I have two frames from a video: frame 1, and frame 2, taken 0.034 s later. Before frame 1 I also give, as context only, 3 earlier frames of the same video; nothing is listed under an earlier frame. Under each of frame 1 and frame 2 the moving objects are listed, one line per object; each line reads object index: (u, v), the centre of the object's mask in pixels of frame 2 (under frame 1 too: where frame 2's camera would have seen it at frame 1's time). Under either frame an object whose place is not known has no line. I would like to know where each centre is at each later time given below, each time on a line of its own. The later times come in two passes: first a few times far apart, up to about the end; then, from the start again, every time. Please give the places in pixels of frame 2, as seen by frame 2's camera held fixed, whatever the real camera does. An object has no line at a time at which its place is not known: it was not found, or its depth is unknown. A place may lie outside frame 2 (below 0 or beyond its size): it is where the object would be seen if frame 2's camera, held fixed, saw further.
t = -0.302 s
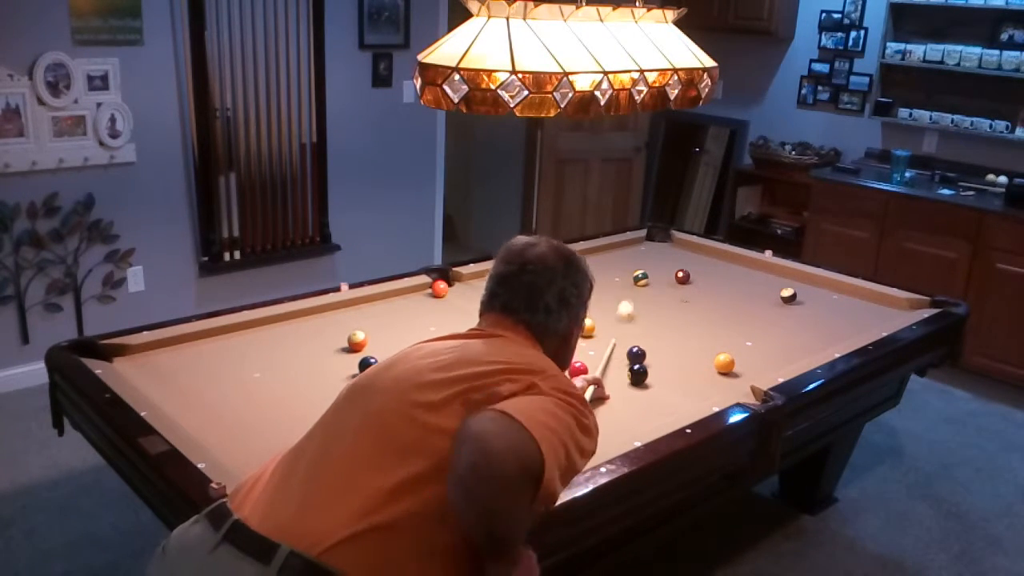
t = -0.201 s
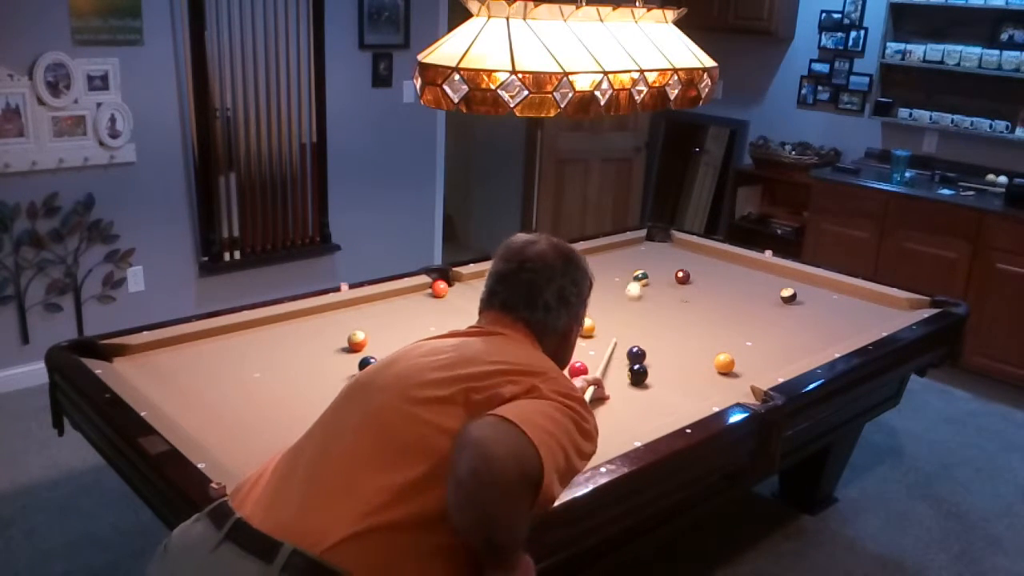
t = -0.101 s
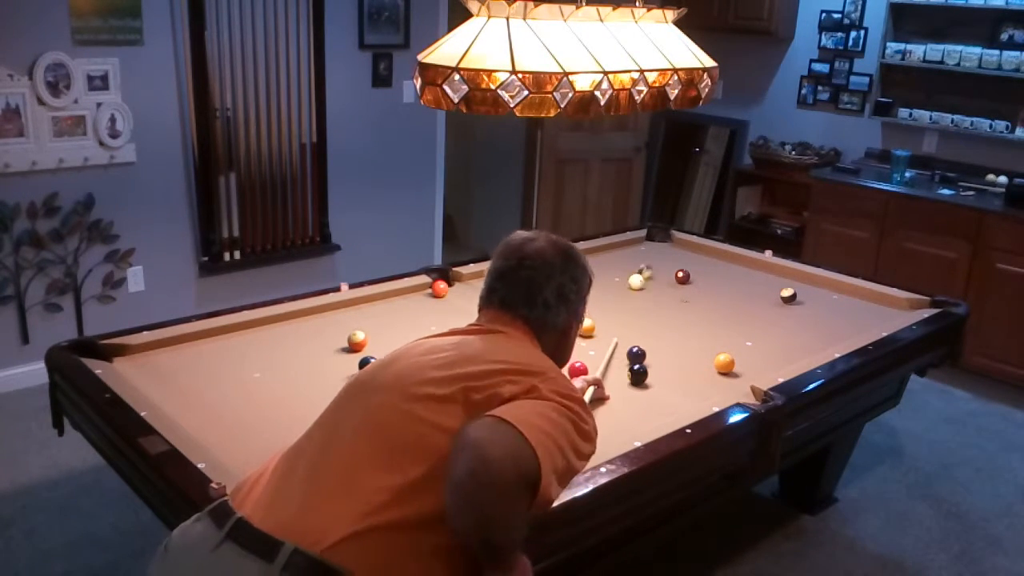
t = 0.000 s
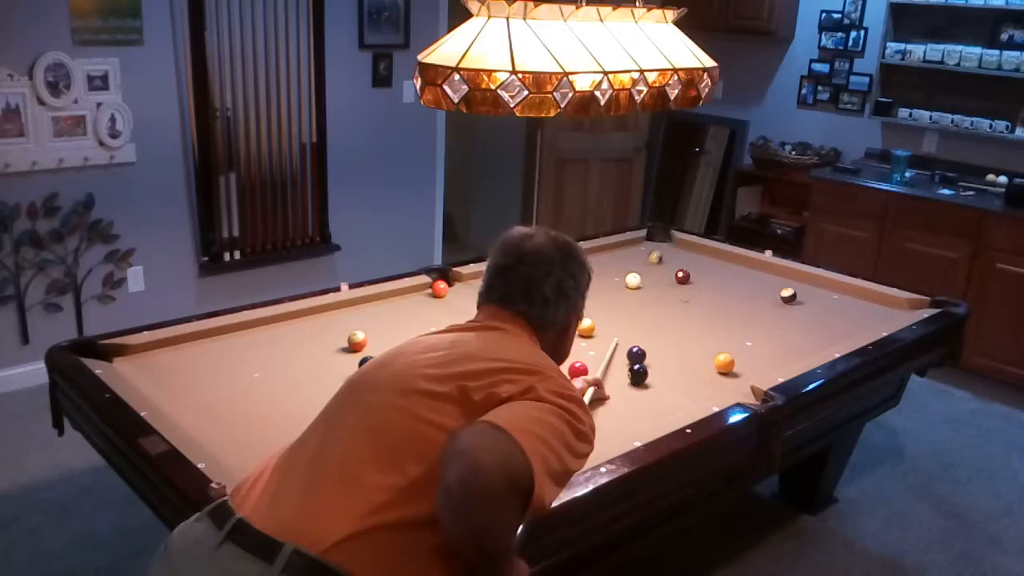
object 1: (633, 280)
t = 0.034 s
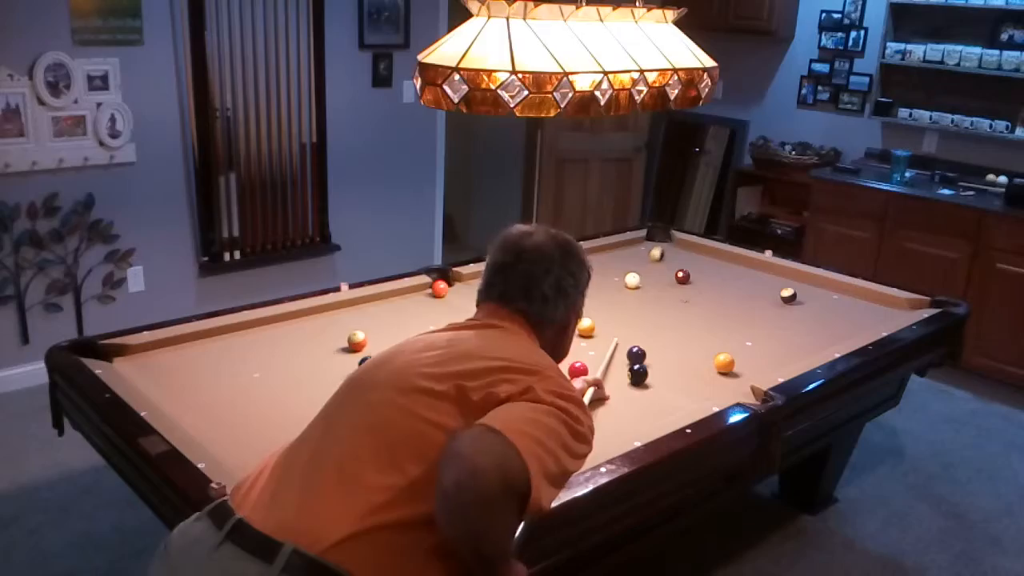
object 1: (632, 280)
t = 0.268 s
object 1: (628, 279)
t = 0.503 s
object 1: (624, 277)
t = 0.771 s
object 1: (622, 276)
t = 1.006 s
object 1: (620, 276)
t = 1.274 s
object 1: (619, 275)
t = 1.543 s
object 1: (619, 276)
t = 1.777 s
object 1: (619, 276)
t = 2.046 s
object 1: (619, 276)
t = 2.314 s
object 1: (619, 276)
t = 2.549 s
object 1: (619, 276)
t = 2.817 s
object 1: (619, 276)
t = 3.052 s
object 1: (619, 276)
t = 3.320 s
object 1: (619, 275)
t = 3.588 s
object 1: (619, 275)
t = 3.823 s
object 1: (619, 275)
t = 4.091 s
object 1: (619, 275)
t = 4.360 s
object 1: (619, 276)
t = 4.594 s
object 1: (619, 276)
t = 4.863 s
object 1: (619, 276)
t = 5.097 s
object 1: (619, 276)
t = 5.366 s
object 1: (619, 276)
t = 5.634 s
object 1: (619, 276)
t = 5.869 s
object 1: (619, 276)
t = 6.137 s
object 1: (619, 276)
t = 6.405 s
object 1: (619, 276)
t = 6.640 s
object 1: (619, 276)
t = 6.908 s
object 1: (619, 276)
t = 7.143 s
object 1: (619, 276)
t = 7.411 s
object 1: (619, 276)
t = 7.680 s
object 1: (619, 276)
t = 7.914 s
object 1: (619, 276)
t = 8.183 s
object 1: (619, 276)
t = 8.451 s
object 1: (619, 276)
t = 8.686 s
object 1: (619, 276)
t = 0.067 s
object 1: (631, 280)
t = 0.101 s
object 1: (631, 279)
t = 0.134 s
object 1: (630, 279)
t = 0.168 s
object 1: (629, 279)
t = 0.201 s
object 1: (629, 279)
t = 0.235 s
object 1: (628, 279)
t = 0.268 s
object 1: (628, 279)
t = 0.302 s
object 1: (627, 278)
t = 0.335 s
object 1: (627, 278)
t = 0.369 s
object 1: (626, 278)
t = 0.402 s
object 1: (625, 278)
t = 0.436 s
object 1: (625, 278)
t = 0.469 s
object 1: (625, 277)
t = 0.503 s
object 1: (624, 277)
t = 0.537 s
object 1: (624, 277)
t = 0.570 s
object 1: (624, 277)
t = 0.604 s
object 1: (623, 277)
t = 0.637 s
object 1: (623, 276)
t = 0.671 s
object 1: (623, 276)
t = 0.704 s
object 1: (623, 276)
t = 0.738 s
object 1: (622, 276)
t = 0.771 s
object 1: (622, 276)
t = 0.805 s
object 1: (622, 276)
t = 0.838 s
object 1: (621, 276)
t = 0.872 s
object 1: (621, 276)
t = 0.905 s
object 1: (621, 276)
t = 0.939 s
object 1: (621, 276)
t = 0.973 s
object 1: (620, 276)
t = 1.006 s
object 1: (620, 276)
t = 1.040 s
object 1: (620, 276)
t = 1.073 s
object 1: (619, 276)
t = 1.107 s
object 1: (619, 276)
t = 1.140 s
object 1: (619, 275)
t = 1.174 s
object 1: (619, 275)
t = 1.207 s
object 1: (619, 276)
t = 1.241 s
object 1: (619, 276)
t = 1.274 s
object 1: (619, 275)
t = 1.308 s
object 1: (619, 276)
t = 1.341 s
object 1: (619, 276)
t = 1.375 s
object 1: (619, 276)
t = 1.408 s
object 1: (619, 276)
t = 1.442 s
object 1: (619, 276)
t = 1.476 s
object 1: (619, 276)
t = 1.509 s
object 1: (619, 276)
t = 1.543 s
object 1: (619, 276)
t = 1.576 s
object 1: (619, 276)
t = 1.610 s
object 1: (619, 276)
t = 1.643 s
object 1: (619, 276)
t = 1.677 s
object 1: (619, 276)
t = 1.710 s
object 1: (619, 276)
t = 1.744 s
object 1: (619, 276)
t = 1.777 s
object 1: (619, 276)
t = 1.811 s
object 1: (619, 276)
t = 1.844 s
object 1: (619, 276)
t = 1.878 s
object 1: (619, 276)
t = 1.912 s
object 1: (619, 276)
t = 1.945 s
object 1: (619, 276)
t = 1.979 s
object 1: (619, 276)
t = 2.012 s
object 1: (619, 276)
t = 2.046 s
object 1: (619, 276)
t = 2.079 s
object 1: (619, 276)
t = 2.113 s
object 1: (619, 276)
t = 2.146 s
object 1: (619, 276)
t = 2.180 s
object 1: (619, 276)
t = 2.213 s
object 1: (619, 276)
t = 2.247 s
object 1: (619, 276)
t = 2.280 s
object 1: (619, 276)
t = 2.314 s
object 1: (619, 276)
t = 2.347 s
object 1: (620, 276)
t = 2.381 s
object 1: (619, 276)
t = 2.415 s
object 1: (620, 276)
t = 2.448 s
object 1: (619, 276)
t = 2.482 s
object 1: (619, 276)
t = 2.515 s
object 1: (619, 276)
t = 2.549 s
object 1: (619, 276)
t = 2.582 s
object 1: (619, 276)
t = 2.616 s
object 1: (619, 276)
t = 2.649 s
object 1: (619, 276)
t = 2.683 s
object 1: (619, 276)
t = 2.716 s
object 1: (619, 276)
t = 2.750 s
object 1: (619, 276)
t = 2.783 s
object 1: (619, 276)
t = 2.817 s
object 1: (619, 276)
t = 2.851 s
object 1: (619, 276)
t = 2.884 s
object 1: (619, 276)
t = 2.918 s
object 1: (619, 276)
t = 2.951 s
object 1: (619, 276)
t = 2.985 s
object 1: (619, 276)
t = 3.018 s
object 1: (619, 276)
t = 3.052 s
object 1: (619, 276)
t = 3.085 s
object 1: (619, 276)
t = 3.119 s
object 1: (619, 276)
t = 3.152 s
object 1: (619, 276)
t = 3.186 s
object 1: (619, 276)
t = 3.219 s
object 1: (619, 276)
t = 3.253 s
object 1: (619, 275)
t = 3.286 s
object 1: (619, 275)
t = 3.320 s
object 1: (619, 275)
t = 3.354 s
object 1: (619, 275)
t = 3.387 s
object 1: (619, 275)
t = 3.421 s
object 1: (619, 275)
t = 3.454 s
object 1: (619, 275)
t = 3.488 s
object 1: (619, 275)
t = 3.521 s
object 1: (619, 275)
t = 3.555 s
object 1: (619, 275)
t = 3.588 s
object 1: (619, 275)
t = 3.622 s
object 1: (619, 275)
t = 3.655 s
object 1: (619, 275)
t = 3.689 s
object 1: (619, 276)
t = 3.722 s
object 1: (619, 275)
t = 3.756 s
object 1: (619, 275)
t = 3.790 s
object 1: (619, 275)
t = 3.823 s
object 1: (619, 275)
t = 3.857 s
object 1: (619, 275)
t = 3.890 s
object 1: (619, 275)
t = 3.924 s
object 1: (619, 275)
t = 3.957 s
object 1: (619, 275)
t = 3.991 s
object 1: (619, 275)
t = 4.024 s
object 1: (619, 275)
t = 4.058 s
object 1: (619, 275)
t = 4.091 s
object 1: (619, 275)
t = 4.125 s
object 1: (619, 275)
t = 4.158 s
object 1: (619, 275)
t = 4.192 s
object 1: (619, 275)
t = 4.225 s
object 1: (619, 275)
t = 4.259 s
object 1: (619, 275)
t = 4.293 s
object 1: (619, 276)
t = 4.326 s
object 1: (619, 275)
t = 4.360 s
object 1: (619, 276)
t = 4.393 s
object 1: (619, 276)
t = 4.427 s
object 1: (619, 276)
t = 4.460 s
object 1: (619, 276)
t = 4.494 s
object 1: (619, 276)
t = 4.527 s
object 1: (619, 276)
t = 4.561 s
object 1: (619, 276)
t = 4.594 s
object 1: (619, 276)
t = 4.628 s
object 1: (619, 276)
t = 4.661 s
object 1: (619, 276)
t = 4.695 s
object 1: (619, 276)
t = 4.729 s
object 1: (619, 276)
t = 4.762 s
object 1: (619, 276)
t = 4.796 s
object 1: (619, 276)
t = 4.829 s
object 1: (619, 276)
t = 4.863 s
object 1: (619, 276)
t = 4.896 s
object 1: (619, 276)
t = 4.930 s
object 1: (619, 276)
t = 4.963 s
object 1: (619, 276)
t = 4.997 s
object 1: (619, 276)
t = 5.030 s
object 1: (619, 276)
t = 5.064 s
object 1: (619, 276)
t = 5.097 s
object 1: (619, 276)
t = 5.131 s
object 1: (619, 276)
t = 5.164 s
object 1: (619, 276)
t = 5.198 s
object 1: (619, 276)
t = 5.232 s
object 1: (619, 275)
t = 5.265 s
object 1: (619, 276)
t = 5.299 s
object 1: (619, 276)
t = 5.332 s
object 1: (619, 276)
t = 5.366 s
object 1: (619, 276)
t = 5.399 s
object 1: (619, 276)
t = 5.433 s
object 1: (619, 276)
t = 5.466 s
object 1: (619, 276)
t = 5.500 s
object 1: (619, 276)
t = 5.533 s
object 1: (619, 276)
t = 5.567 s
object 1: (619, 276)
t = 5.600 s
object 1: (619, 276)
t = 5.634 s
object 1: (619, 276)
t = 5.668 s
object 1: (619, 276)
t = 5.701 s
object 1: (619, 276)
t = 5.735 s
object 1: (619, 276)
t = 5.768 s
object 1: (619, 276)
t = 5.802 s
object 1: (619, 276)
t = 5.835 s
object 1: (619, 276)
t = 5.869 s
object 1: (619, 276)
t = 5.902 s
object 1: (619, 276)
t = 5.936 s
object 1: (619, 276)
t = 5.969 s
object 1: (619, 276)
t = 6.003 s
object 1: (619, 276)
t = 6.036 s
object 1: (619, 276)
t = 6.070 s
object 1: (619, 276)
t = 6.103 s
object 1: (619, 276)
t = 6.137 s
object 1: (619, 276)
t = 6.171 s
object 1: (619, 276)
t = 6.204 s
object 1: (619, 276)
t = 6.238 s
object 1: (619, 276)
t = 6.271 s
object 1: (619, 276)
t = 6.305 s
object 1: (619, 276)
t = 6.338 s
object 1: (619, 276)
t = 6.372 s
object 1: (619, 276)
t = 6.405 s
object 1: (619, 276)
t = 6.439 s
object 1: (619, 276)
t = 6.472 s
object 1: (619, 276)
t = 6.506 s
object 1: (619, 276)
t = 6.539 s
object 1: (619, 276)
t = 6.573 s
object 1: (619, 276)
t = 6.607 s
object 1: (619, 276)
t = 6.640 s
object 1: (619, 276)
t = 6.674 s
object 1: (619, 276)
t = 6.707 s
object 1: (619, 276)
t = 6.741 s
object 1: (619, 276)
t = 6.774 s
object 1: (619, 276)
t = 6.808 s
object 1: (619, 276)
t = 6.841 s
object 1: (619, 276)
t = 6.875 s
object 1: (619, 276)
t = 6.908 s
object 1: (619, 276)
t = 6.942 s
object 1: (619, 276)
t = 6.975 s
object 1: (619, 276)
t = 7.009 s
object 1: (619, 276)
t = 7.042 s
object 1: (619, 276)
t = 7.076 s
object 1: (619, 276)
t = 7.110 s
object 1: (619, 276)
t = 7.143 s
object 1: (619, 276)
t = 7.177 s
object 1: (619, 276)
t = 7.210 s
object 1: (619, 276)
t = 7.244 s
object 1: (619, 276)
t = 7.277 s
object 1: (619, 276)
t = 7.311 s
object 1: (619, 276)
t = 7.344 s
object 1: (619, 276)
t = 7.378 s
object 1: (619, 276)
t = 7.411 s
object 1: (619, 276)
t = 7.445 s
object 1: (619, 276)
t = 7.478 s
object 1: (619, 276)
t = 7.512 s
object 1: (619, 276)
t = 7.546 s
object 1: (619, 276)
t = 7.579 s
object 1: (619, 276)
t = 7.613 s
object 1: (619, 276)
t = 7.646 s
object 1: (619, 276)
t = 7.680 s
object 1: (619, 276)
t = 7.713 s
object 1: (619, 276)
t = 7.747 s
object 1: (619, 276)
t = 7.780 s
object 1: (619, 276)
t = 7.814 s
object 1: (619, 276)
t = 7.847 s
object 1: (619, 276)
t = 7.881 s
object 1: (619, 276)
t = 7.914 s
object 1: (619, 276)
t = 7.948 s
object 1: (619, 276)
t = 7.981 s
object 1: (619, 276)
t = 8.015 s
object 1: (619, 276)
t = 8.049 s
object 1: (619, 276)
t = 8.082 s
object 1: (619, 276)
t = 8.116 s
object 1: (619, 276)
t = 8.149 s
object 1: (619, 276)
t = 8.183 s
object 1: (619, 276)
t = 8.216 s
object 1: (619, 276)
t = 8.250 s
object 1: (619, 276)
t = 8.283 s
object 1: (619, 276)
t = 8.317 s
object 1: (619, 276)
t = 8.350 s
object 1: (619, 276)
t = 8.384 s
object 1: (619, 276)
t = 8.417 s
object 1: (619, 276)
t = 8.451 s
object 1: (619, 276)
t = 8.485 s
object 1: (619, 276)
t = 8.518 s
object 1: (619, 276)
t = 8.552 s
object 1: (619, 276)
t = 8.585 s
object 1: (619, 276)
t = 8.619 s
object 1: (619, 276)
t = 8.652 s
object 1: (619, 276)
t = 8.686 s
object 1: (619, 276)
